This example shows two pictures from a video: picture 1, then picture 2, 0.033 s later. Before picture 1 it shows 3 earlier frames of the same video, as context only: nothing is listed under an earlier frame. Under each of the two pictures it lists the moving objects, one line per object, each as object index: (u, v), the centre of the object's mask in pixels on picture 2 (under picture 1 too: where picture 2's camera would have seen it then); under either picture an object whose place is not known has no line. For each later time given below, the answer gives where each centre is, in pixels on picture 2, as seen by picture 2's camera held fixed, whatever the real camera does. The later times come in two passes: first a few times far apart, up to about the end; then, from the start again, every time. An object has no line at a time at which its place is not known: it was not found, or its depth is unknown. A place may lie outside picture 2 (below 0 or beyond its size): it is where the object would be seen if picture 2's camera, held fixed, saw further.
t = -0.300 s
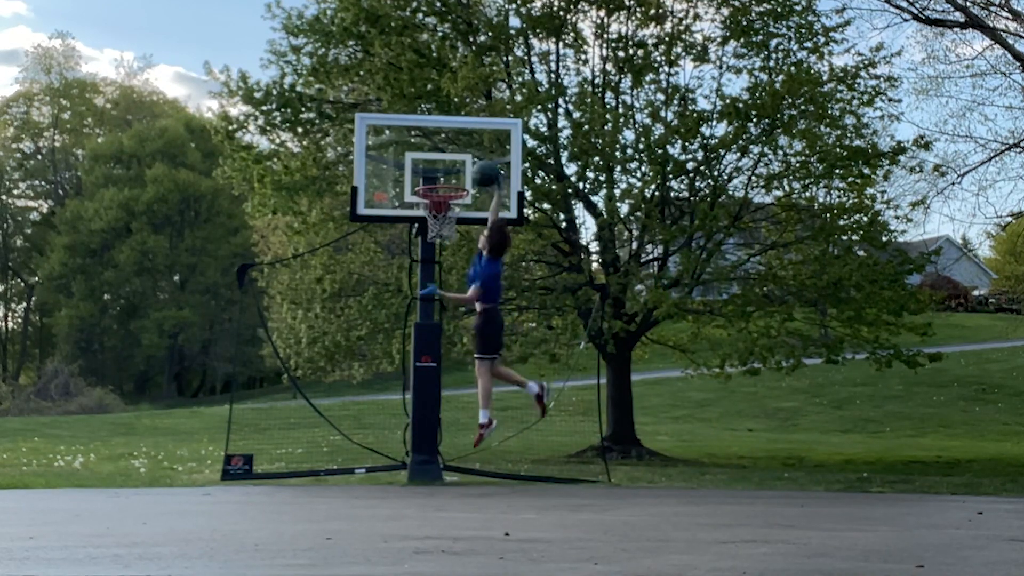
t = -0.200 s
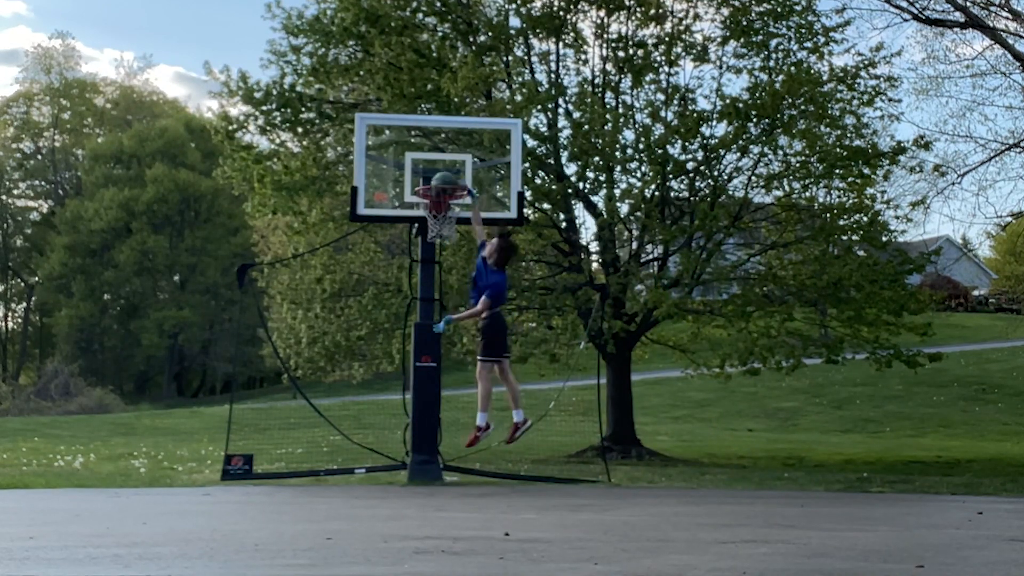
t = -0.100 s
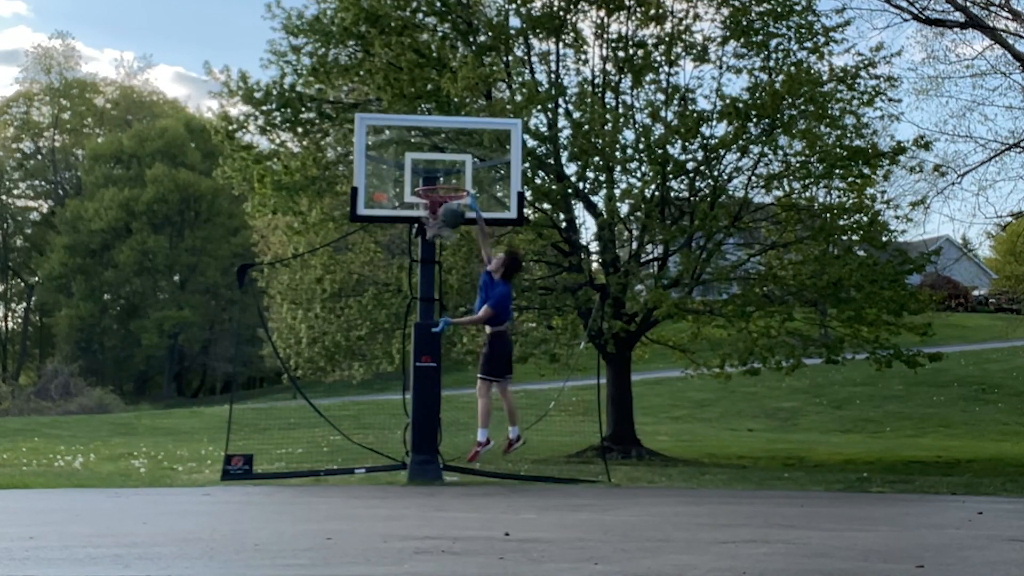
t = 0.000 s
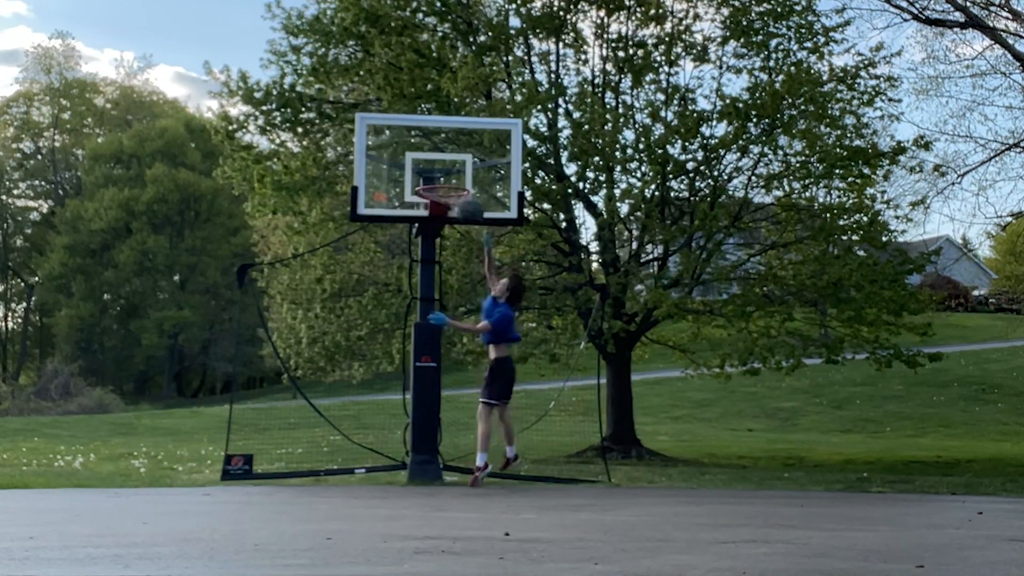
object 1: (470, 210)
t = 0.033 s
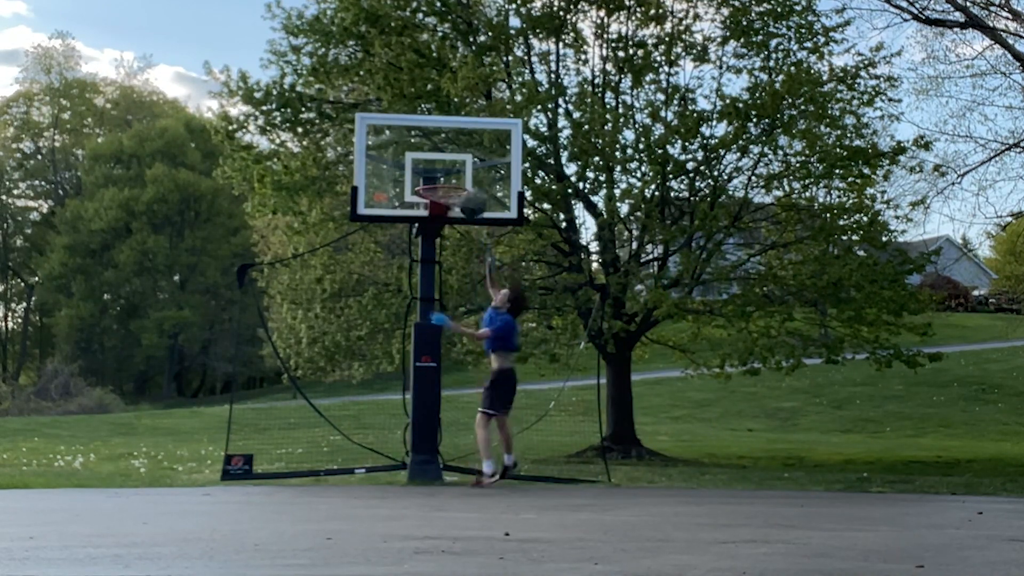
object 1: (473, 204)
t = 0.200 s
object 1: (467, 215)
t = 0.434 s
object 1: (438, 274)
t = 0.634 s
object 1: (413, 370)
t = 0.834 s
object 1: (393, 453)
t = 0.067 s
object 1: (474, 204)
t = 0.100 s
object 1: (473, 205)
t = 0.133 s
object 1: (472, 206)
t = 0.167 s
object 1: (469, 211)
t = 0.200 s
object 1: (467, 215)
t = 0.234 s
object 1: (463, 219)
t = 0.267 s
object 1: (460, 225)
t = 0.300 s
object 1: (456, 234)
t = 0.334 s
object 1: (453, 246)
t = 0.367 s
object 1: (447, 253)
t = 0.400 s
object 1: (442, 263)
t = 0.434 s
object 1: (438, 274)
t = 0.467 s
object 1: (434, 287)
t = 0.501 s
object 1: (431, 301)
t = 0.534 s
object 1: (425, 316)
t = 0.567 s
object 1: (422, 333)
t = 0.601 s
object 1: (418, 352)
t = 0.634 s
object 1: (413, 370)
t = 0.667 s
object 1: (409, 392)
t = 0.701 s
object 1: (406, 414)
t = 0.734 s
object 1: (401, 436)
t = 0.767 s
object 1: (397, 460)
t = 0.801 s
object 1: (395, 471)
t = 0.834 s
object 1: (393, 453)
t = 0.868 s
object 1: (391, 434)
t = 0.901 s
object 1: (390, 417)
